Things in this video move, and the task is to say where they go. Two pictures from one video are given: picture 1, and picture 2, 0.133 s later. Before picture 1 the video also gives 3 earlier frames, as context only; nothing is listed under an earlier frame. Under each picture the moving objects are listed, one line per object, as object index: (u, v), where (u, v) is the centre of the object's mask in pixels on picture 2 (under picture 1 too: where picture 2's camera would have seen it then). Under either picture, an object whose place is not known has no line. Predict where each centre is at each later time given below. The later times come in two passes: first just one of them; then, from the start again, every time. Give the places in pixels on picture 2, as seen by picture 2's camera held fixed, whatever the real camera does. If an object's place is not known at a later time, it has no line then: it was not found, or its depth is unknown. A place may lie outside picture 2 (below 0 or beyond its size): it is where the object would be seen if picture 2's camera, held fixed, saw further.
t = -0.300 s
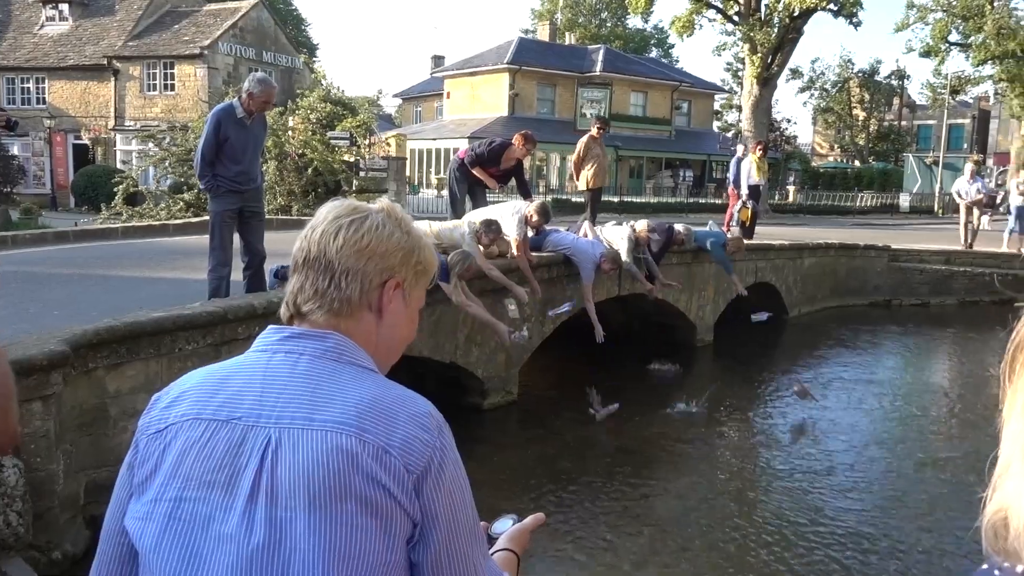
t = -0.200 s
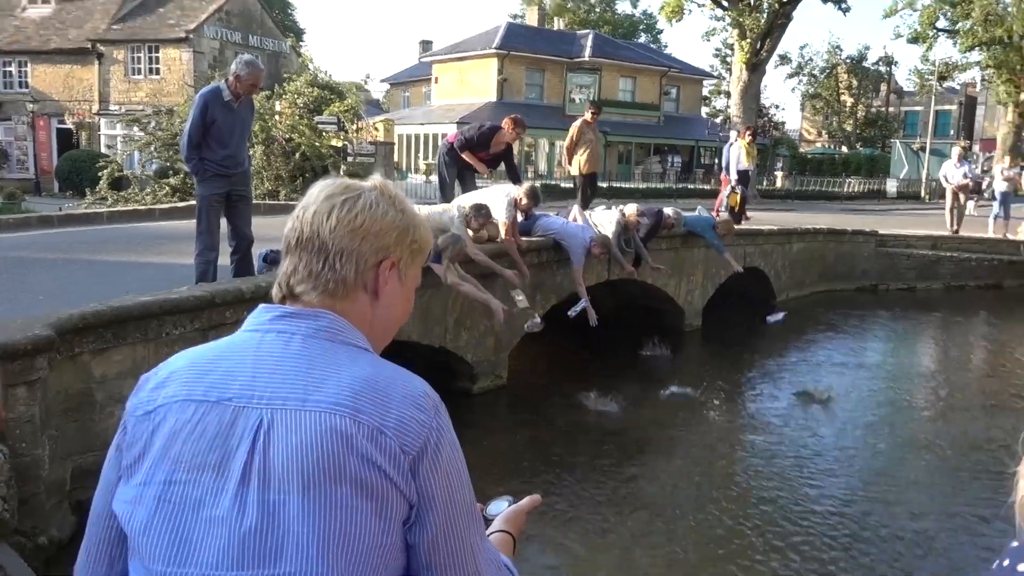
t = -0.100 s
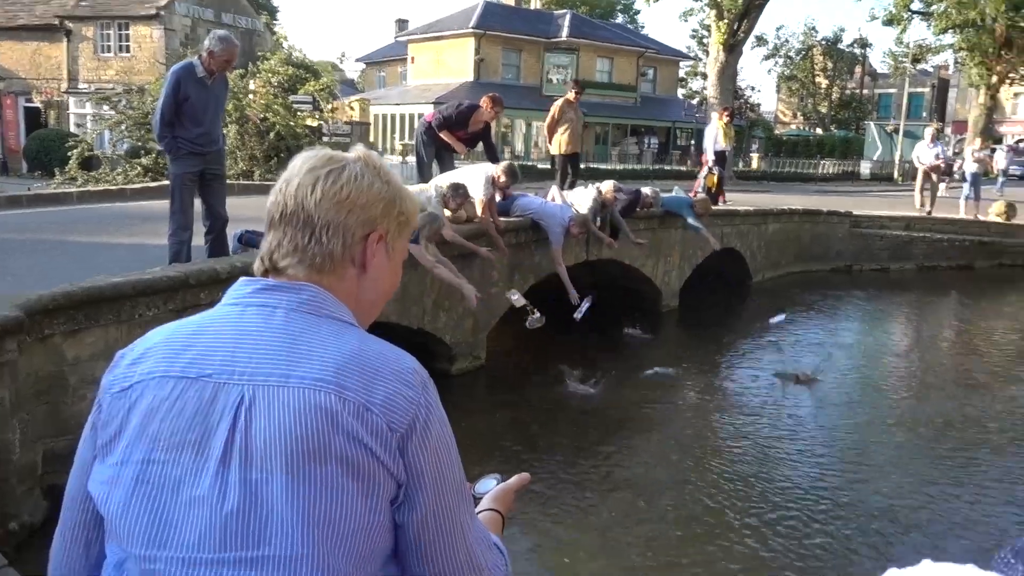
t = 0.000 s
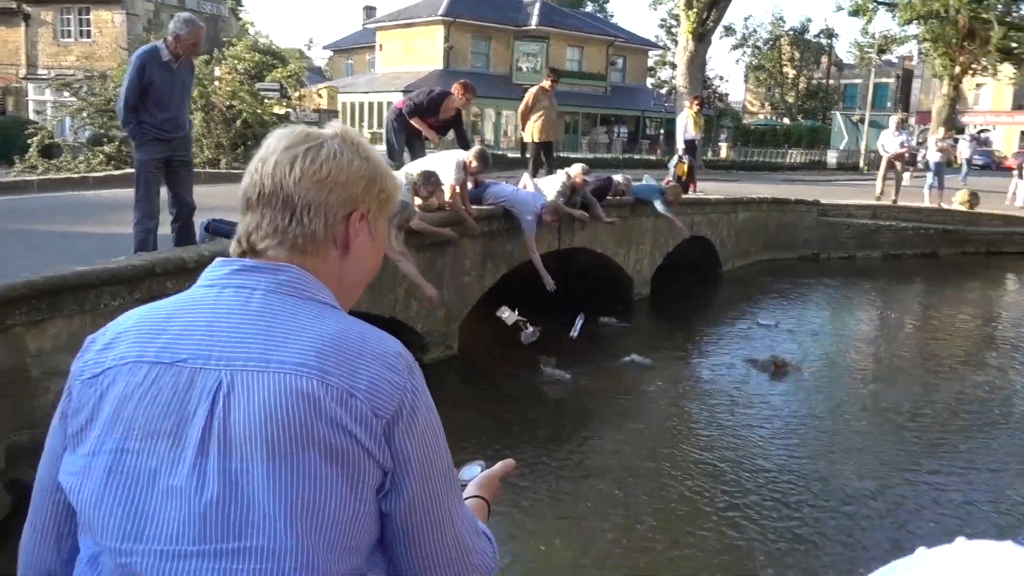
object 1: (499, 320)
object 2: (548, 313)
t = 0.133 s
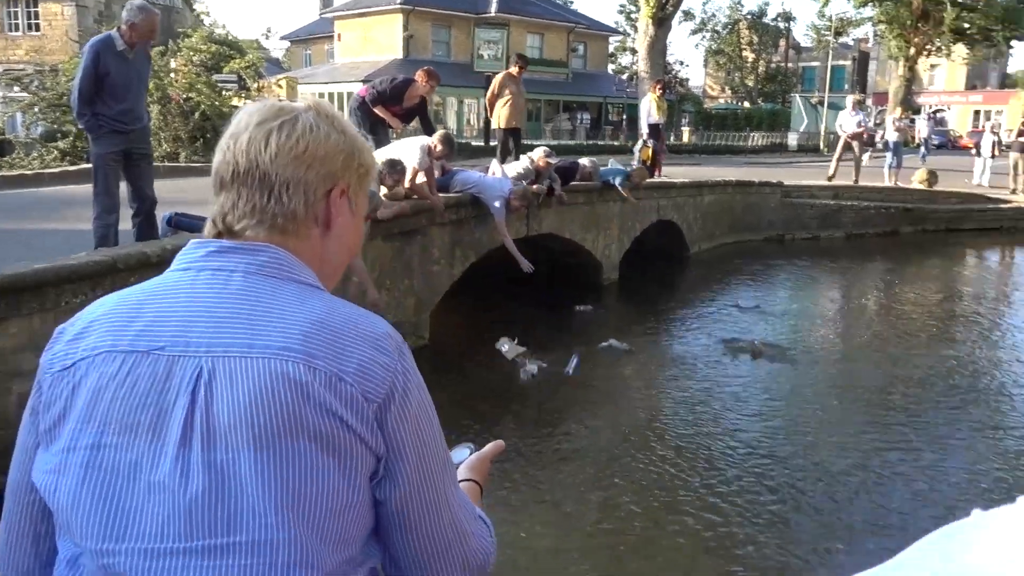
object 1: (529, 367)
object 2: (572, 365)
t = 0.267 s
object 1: (537, 388)
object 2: (577, 378)
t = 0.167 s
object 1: (533, 384)
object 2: (577, 377)
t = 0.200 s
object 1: (536, 388)
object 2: (578, 377)
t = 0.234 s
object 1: (538, 388)
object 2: (577, 378)
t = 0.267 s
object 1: (537, 388)
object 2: (577, 378)
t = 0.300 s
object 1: (539, 388)
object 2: (577, 377)
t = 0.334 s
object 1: (539, 388)
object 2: (578, 377)
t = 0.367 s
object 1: (541, 387)
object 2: (580, 377)
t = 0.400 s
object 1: (542, 386)
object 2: (582, 378)
